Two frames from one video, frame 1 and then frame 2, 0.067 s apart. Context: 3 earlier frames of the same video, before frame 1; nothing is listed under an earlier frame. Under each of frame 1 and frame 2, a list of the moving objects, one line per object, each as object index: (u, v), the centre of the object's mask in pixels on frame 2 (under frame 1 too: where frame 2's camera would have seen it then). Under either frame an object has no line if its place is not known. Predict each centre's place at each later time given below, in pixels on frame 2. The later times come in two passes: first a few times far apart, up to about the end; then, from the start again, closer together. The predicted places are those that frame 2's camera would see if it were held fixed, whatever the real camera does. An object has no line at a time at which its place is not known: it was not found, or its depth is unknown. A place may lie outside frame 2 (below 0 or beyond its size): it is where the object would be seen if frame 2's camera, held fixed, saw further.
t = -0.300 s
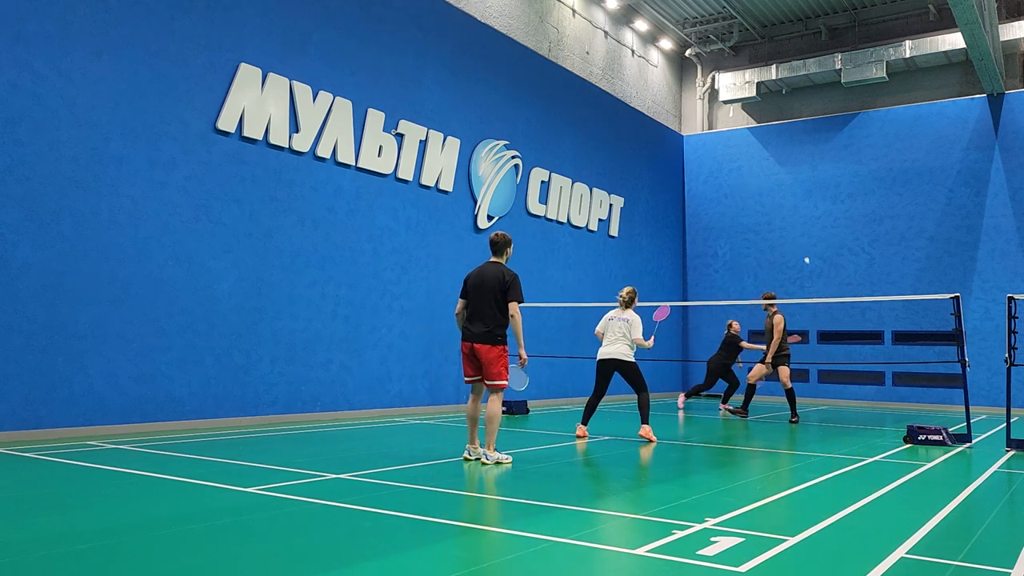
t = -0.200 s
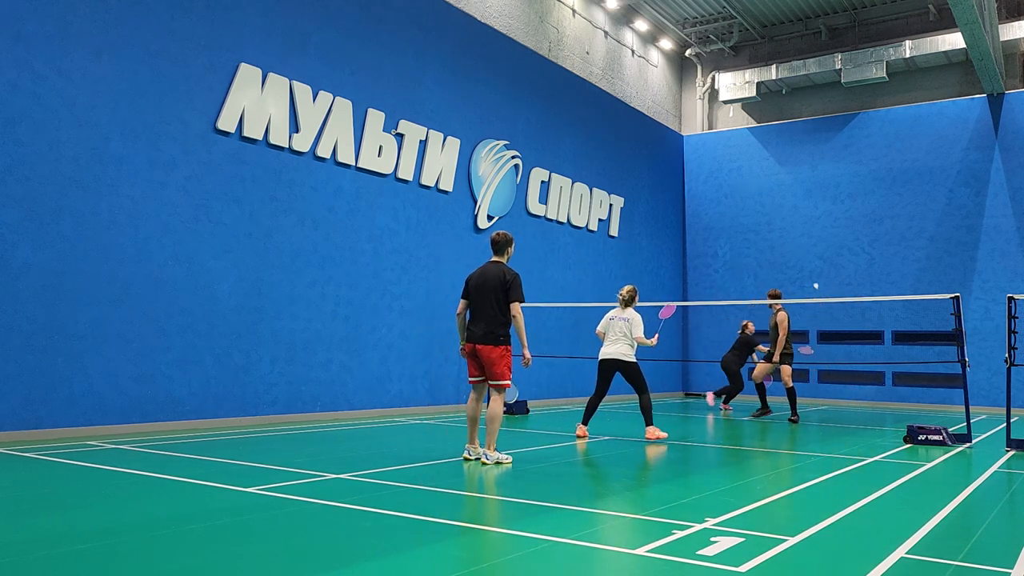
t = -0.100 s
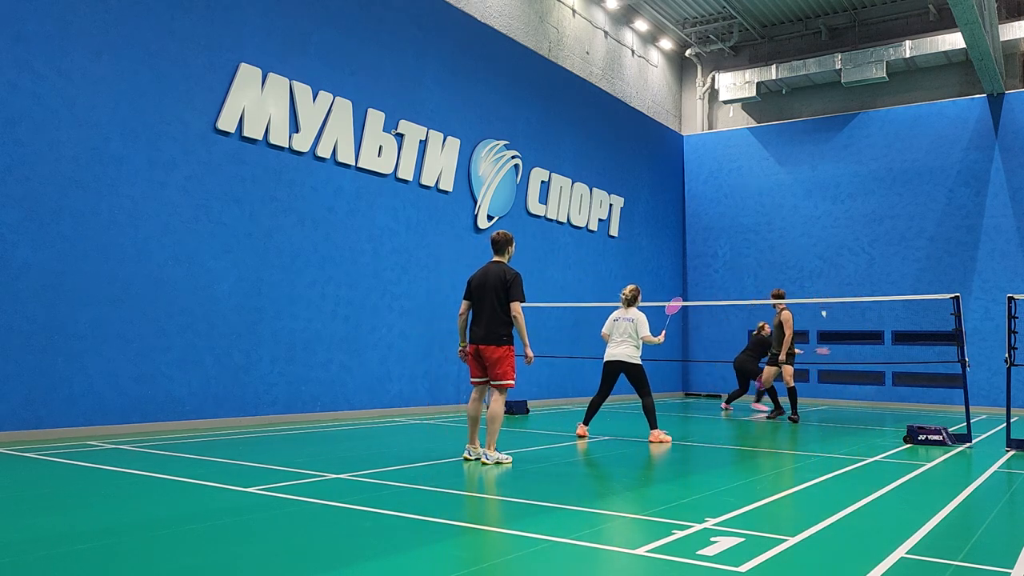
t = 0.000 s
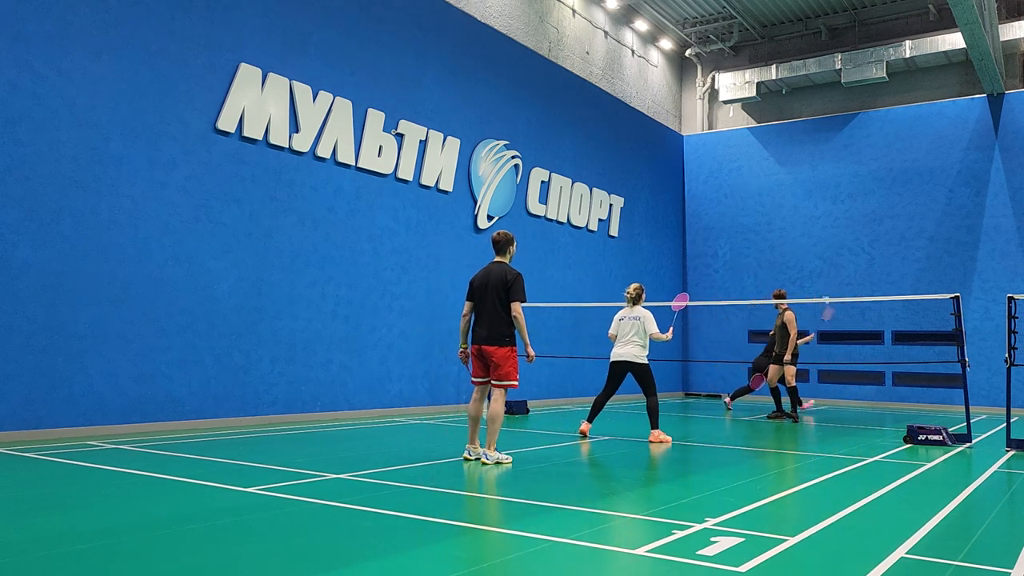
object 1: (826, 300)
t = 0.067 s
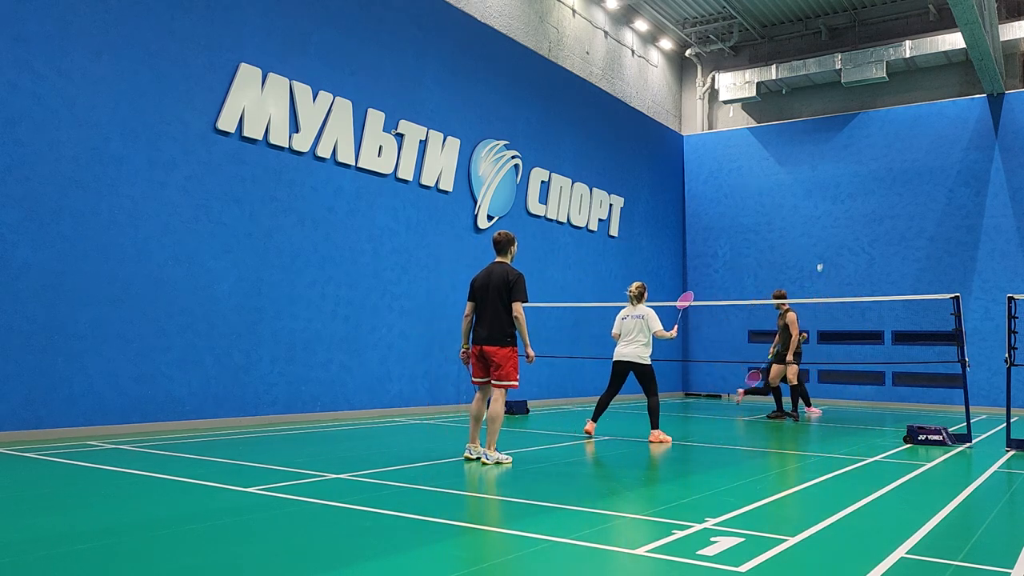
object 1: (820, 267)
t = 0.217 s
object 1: (819, 215)
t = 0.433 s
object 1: (816, 173)
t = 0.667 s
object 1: (813, 165)
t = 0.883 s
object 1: (812, 197)
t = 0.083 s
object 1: (819, 261)
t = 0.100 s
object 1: (820, 254)
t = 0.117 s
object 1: (820, 248)
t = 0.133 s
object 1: (821, 242)
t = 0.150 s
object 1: (820, 236)
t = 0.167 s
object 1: (820, 230)
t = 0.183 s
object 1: (819, 225)
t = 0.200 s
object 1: (819, 220)
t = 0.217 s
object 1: (819, 215)
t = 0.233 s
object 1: (818, 211)
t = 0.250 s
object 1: (818, 207)
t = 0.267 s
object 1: (818, 202)
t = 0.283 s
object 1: (817, 199)
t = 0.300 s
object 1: (817, 195)
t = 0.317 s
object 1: (817, 192)
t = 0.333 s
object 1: (817, 188)
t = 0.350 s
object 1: (817, 185)
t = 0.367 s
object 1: (816, 183)
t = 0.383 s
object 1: (816, 180)
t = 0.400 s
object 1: (816, 177)
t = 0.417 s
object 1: (816, 175)
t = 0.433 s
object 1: (816, 173)
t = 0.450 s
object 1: (815, 172)
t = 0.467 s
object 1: (815, 170)
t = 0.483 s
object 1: (815, 169)
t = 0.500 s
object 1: (815, 167)
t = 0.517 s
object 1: (815, 166)
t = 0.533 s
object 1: (814, 165)
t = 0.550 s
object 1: (814, 164)
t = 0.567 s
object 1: (814, 164)
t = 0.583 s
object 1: (814, 164)
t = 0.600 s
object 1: (814, 164)
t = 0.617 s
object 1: (814, 164)
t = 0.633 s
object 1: (814, 164)
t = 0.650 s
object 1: (814, 165)
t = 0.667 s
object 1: (813, 165)
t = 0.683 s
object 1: (813, 167)
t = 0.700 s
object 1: (813, 168)
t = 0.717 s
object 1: (813, 170)
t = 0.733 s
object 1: (813, 171)
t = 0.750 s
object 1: (813, 173)
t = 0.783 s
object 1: (813, 178)
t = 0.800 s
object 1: (813, 181)
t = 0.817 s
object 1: (813, 183)
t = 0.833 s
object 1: (812, 186)
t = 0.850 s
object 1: (812, 190)
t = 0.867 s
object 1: (812, 193)
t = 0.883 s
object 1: (812, 197)
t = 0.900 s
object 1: (812, 201)
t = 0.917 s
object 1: (812, 205)
